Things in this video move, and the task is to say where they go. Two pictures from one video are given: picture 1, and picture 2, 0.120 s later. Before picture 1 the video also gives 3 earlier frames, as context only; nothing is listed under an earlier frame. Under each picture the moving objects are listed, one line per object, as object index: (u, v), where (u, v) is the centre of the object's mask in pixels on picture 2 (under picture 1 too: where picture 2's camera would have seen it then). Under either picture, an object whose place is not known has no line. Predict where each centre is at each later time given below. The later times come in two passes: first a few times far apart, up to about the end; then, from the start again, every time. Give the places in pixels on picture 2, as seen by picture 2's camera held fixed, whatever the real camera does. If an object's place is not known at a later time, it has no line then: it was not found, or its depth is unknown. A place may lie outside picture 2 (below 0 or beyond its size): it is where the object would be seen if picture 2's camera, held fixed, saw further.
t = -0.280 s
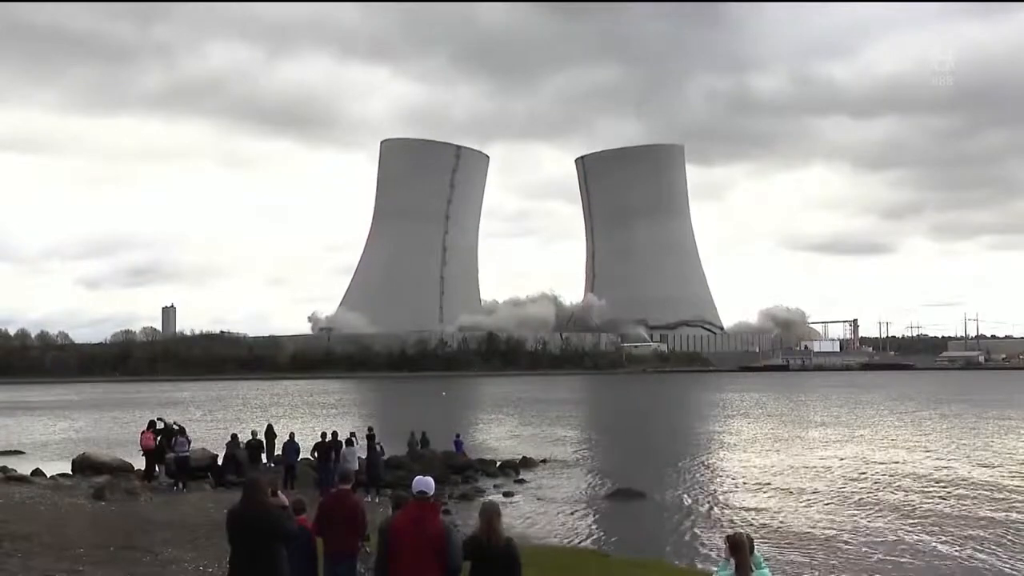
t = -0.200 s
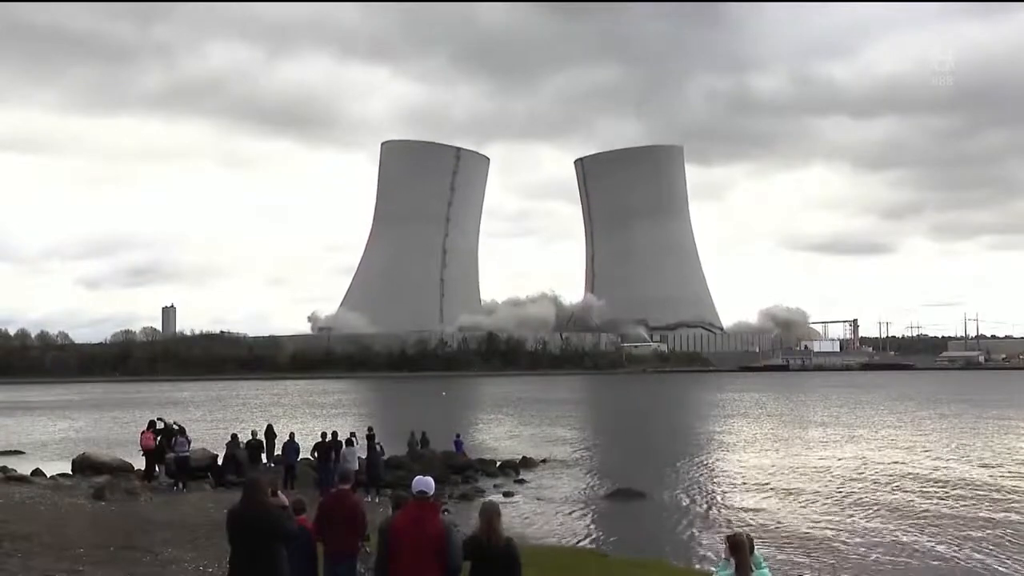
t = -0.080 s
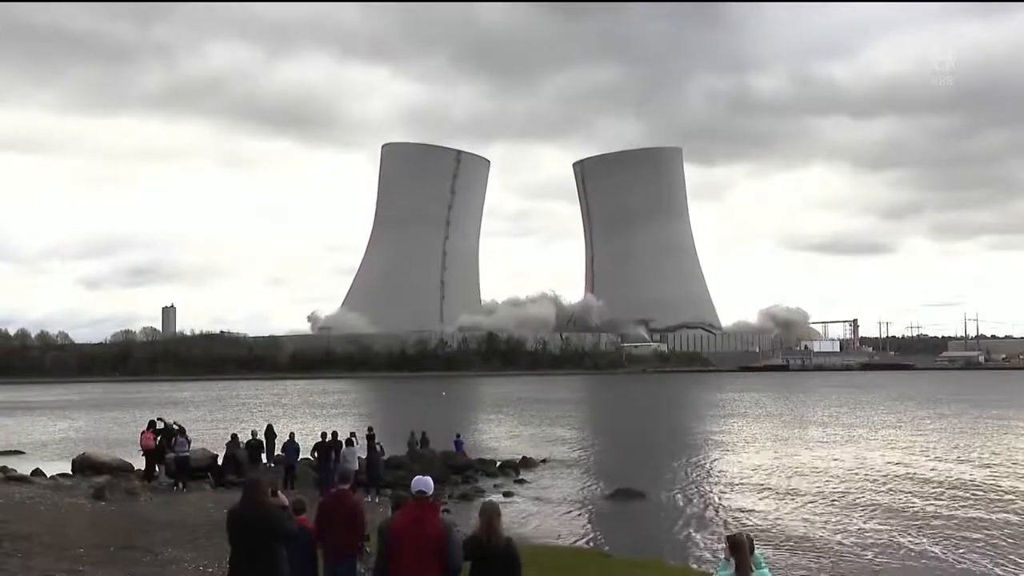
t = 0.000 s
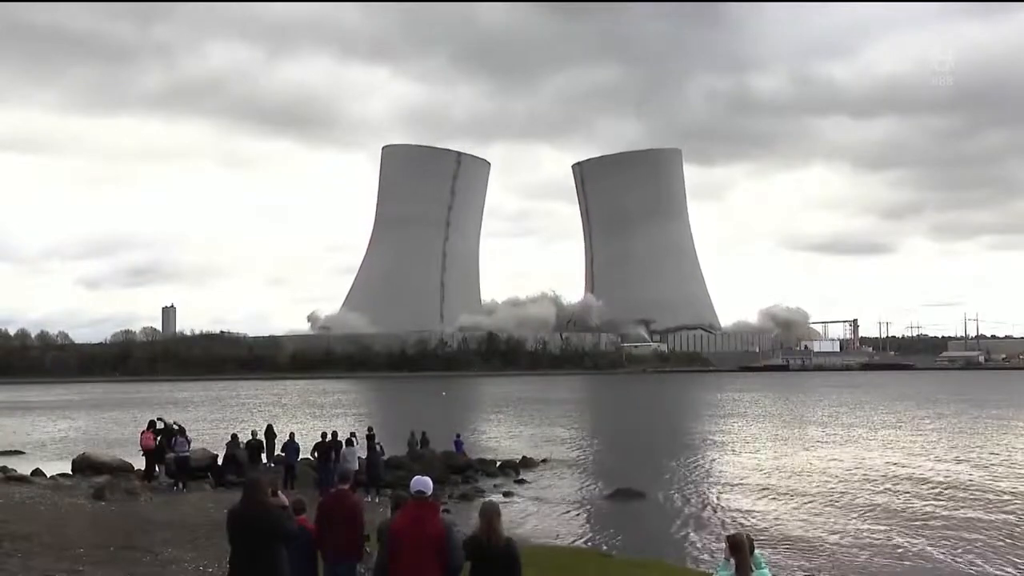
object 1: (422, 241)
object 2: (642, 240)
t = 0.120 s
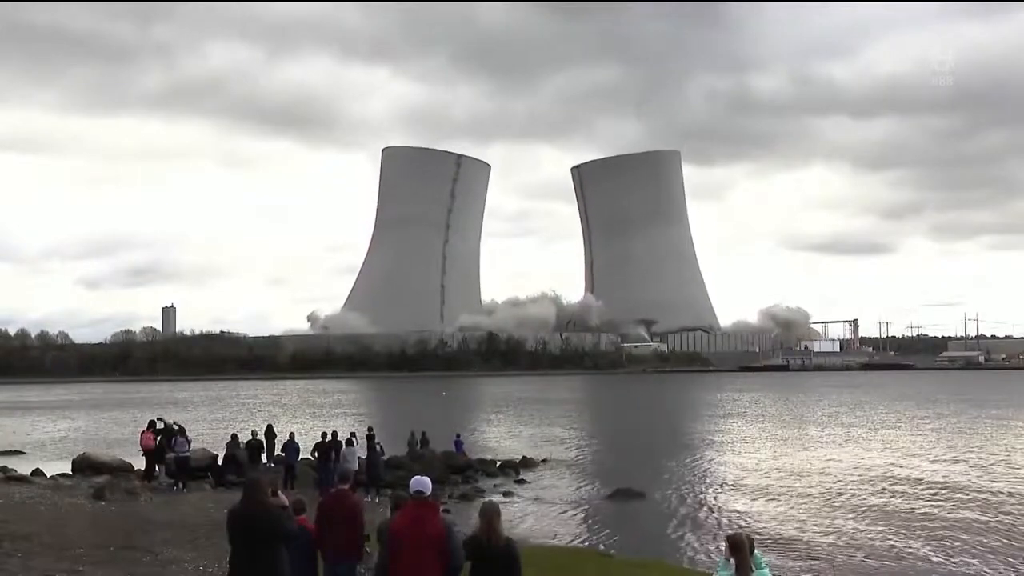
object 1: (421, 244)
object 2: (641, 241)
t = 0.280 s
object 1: (423, 244)
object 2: (640, 243)
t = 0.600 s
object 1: (424, 247)
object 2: (639, 248)
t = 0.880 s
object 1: (424, 248)
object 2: (638, 249)
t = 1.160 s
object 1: (425, 248)
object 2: (637, 253)
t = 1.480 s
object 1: (426, 249)
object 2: (637, 256)
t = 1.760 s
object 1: (426, 250)
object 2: (636, 257)
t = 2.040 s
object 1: (426, 251)
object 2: (635, 259)
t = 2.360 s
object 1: (426, 253)
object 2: (634, 261)
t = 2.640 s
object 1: (425, 255)
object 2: (632, 261)
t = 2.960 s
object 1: (425, 259)
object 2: (630, 264)
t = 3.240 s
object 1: (425, 262)
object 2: (629, 266)
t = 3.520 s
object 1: (425, 266)
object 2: (628, 268)
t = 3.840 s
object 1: (425, 271)
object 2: (627, 271)
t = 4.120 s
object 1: (424, 276)
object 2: (626, 274)
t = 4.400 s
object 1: (423, 280)
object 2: (624, 277)
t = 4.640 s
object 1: (423, 285)
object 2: (623, 281)
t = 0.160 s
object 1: (423, 243)
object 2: (641, 242)
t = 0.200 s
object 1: (423, 243)
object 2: (641, 242)
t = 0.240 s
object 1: (423, 244)
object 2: (640, 242)
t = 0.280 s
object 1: (423, 244)
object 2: (640, 243)
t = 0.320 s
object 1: (423, 244)
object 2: (640, 243)
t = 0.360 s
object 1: (423, 245)
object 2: (640, 244)
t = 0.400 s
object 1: (423, 245)
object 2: (640, 244)
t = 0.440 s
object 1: (424, 245)
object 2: (639, 245)
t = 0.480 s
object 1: (424, 245)
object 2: (639, 246)
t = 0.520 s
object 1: (424, 246)
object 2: (639, 246)
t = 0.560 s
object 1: (423, 246)
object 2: (639, 247)
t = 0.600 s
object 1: (424, 247)
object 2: (639, 248)
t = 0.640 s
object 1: (422, 248)
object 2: (639, 247)
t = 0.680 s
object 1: (422, 248)
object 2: (639, 248)
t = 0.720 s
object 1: (424, 247)
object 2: (638, 248)
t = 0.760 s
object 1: (424, 248)
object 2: (638, 248)
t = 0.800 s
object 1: (424, 248)
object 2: (638, 248)
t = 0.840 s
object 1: (424, 248)
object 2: (638, 250)
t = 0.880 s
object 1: (424, 248)
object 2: (638, 249)
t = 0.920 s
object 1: (425, 248)
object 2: (638, 250)
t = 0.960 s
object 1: (425, 247)
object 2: (638, 250)
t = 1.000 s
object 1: (424, 248)
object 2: (638, 250)
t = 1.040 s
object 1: (425, 248)
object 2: (638, 251)
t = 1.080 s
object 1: (425, 248)
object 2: (637, 251)
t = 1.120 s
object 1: (425, 248)
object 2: (637, 252)
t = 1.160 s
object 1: (425, 248)
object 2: (637, 253)
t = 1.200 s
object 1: (425, 248)
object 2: (637, 253)
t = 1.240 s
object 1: (425, 248)
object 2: (637, 253)
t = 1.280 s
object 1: (426, 248)
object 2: (637, 253)
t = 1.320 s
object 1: (426, 248)
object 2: (637, 254)
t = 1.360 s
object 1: (426, 248)
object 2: (637, 255)
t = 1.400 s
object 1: (426, 248)
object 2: (637, 255)
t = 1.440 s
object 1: (426, 248)
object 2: (637, 255)
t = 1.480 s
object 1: (426, 249)
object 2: (637, 256)
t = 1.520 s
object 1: (426, 249)
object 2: (636, 256)
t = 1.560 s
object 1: (426, 249)
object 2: (636, 256)
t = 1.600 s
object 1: (426, 249)
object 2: (636, 256)
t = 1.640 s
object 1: (426, 249)
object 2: (636, 257)
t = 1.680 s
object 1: (426, 249)
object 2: (636, 257)
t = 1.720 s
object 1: (426, 250)
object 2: (636, 257)
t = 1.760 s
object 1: (426, 250)
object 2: (636, 257)
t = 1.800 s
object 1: (426, 250)
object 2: (636, 258)
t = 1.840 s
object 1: (426, 250)
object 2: (636, 258)
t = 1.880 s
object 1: (426, 250)
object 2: (636, 258)
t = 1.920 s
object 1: (426, 250)
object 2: (635, 258)
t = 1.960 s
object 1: (426, 251)
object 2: (635, 259)
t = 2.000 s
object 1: (426, 251)
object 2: (635, 259)
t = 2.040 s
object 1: (426, 251)
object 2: (635, 259)
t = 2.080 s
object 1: (426, 251)
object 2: (635, 260)
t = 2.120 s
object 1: (426, 251)
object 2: (635, 260)
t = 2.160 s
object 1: (426, 252)
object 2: (635, 260)
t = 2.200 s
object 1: (426, 252)
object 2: (634, 261)
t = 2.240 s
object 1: (426, 252)
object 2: (634, 261)
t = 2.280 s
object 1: (426, 253)
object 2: (634, 261)
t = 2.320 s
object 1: (426, 253)
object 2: (634, 261)
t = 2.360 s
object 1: (426, 253)
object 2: (634, 261)
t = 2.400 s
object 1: (426, 253)
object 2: (634, 261)
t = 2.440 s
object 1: (426, 254)
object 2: (634, 261)
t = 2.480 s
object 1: (426, 254)
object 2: (633, 260)
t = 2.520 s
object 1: (426, 254)
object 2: (633, 261)
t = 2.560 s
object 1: (425, 255)
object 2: (633, 261)
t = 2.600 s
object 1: (425, 255)
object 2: (632, 261)
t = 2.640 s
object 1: (425, 255)
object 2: (632, 261)
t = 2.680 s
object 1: (425, 256)
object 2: (632, 262)
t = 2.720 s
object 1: (425, 256)
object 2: (632, 262)
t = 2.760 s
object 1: (425, 256)
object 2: (631, 262)
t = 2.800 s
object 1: (425, 257)
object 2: (631, 262)
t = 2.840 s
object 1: (425, 257)
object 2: (631, 263)
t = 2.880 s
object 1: (425, 258)
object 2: (631, 263)
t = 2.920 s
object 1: (425, 258)
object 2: (630, 264)
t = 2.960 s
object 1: (425, 259)
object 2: (630, 264)
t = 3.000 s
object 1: (425, 259)
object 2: (630, 264)
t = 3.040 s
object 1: (425, 260)
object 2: (630, 265)
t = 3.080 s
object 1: (425, 260)
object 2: (630, 265)
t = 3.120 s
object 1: (425, 261)
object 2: (630, 265)
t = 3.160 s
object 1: (425, 261)
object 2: (629, 266)
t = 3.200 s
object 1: (425, 262)
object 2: (629, 266)
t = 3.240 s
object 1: (425, 262)
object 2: (629, 266)
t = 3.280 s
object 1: (425, 263)
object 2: (629, 266)
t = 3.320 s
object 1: (425, 263)
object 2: (629, 267)
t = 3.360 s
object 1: (425, 264)
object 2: (629, 267)
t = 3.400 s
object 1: (425, 264)
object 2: (628, 267)
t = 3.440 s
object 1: (425, 265)
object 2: (628, 268)
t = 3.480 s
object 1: (425, 265)
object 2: (628, 268)
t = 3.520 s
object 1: (425, 266)
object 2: (628, 268)
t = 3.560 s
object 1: (425, 267)
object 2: (628, 268)
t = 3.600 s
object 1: (425, 267)
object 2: (627, 268)
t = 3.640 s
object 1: (425, 268)
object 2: (627, 269)
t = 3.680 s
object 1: (425, 268)
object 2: (627, 269)
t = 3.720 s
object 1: (425, 269)
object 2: (627, 270)
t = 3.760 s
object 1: (425, 270)
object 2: (627, 270)
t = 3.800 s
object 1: (425, 271)
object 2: (627, 271)
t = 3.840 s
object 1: (425, 271)
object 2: (627, 271)
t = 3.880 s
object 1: (425, 272)
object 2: (627, 271)
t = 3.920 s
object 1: (425, 272)
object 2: (627, 272)
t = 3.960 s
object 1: (425, 273)
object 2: (627, 272)
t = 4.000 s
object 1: (424, 274)
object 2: (626, 273)
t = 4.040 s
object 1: (424, 274)
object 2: (626, 274)
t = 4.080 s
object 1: (424, 275)
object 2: (626, 274)
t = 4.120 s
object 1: (424, 276)
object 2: (626, 274)
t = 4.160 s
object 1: (424, 276)
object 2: (626, 275)
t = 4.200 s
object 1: (424, 277)
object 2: (625, 275)
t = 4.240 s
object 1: (424, 277)
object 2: (625, 275)
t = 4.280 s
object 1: (424, 278)
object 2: (625, 276)
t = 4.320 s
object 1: (423, 278)
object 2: (625, 276)
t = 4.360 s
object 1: (423, 279)
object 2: (624, 277)
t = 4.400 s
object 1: (423, 280)
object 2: (624, 277)
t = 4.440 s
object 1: (423, 281)
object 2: (624, 278)
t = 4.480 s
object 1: (423, 281)
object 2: (624, 278)
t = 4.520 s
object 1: (423, 282)
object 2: (623, 279)
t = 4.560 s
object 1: (422, 283)
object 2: (623, 279)
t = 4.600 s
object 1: (422, 283)
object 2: (623, 280)
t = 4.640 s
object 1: (423, 285)
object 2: (623, 281)
